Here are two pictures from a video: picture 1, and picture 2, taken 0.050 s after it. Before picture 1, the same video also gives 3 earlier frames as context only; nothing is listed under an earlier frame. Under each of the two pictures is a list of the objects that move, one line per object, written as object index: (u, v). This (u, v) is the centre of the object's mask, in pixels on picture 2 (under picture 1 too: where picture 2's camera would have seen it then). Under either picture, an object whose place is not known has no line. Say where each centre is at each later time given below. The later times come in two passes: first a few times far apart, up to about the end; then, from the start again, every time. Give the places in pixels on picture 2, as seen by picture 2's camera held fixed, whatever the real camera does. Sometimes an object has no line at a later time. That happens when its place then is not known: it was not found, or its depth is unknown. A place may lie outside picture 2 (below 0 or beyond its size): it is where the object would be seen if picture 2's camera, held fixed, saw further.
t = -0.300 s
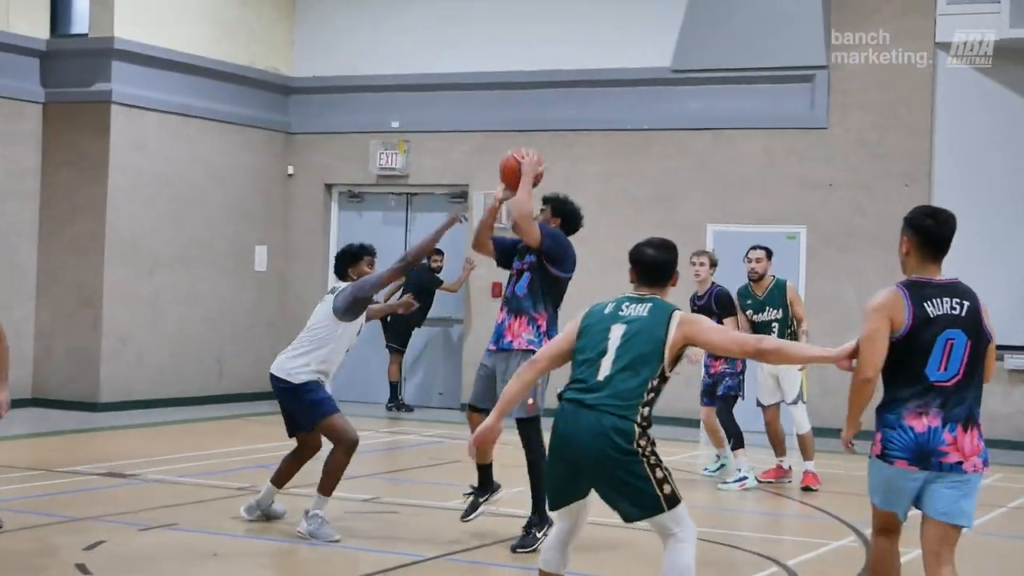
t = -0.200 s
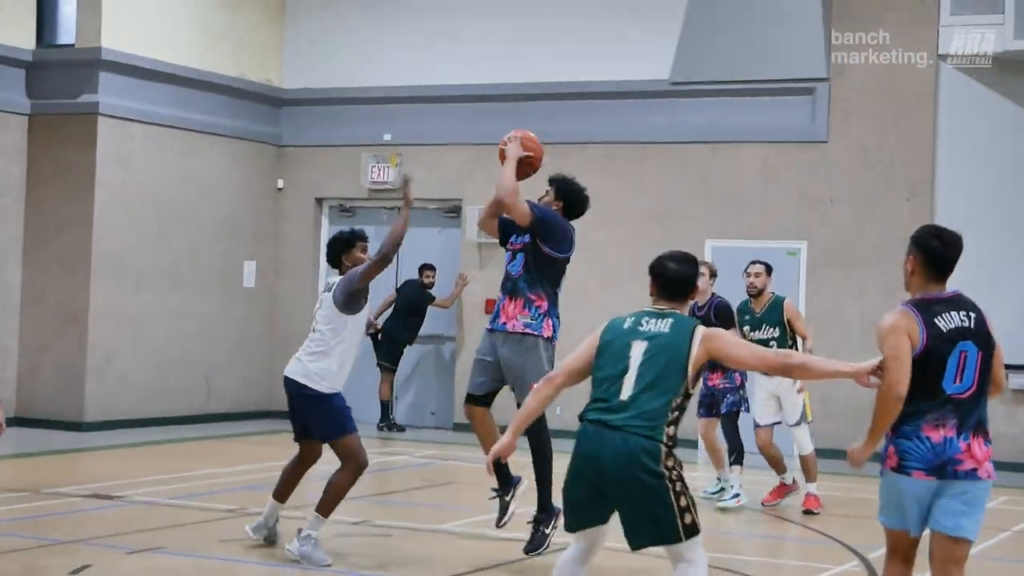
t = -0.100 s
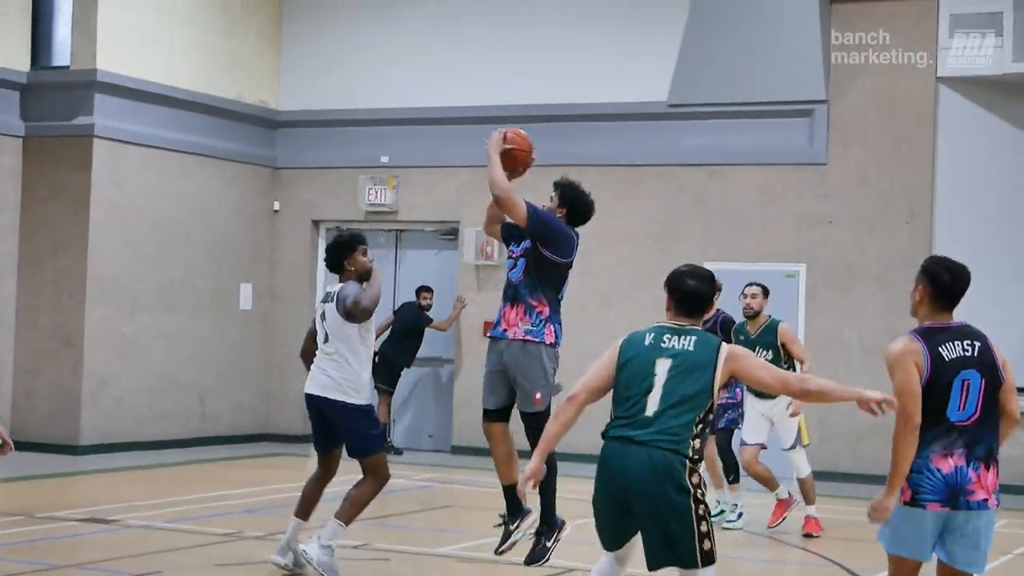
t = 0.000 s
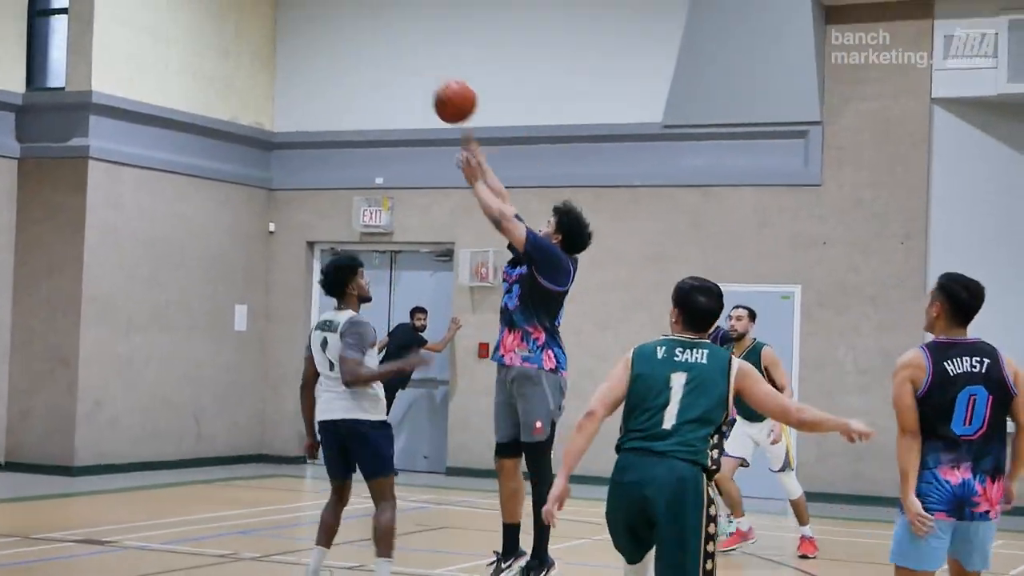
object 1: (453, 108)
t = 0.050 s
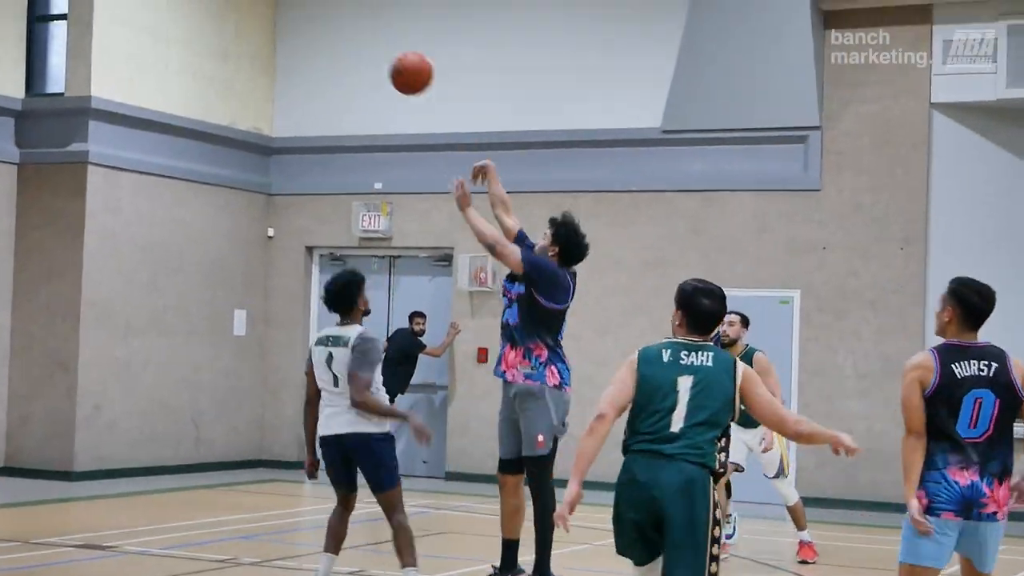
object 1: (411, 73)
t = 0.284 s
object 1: (218, -22)
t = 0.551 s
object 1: (23, -5)
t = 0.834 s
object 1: (-81, 108)
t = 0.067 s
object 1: (397, 63)
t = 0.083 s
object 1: (383, 54)
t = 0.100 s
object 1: (368, 45)
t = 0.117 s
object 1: (355, 36)
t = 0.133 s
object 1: (341, 28)
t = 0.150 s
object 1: (328, 20)
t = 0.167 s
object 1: (314, 13)
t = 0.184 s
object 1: (301, 6)
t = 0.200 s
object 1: (287, 0)
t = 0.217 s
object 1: (274, -5)
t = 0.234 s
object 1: (260, -10)
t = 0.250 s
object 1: (245, -14)
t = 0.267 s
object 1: (232, -19)
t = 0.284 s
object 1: (218, -22)
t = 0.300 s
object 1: (206, -25)
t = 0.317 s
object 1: (193, -28)
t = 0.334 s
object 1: (180, -29)
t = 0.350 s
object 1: (167, -31)
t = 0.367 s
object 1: (155, -32)
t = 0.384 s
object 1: (143, -31)
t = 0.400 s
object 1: (131, -31)
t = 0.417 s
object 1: (118, -31)
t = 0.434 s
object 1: (105, -29)
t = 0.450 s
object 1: (93, -27)
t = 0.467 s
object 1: (81, -24)
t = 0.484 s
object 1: (69, -21)
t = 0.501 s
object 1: (58, -18)
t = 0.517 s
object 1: (46, -14)
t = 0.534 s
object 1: (33, -11)
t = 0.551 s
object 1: (23, -5)
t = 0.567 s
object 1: (12, 0)
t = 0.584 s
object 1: (1, 6)
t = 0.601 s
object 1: (-10, 12)
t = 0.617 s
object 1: (-22, 17)
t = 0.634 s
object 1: (-33, 24)
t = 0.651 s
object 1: (-44, 31)
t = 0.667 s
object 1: (-56, 37)
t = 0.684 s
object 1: (-66, 45)
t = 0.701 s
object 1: (-78, 53)
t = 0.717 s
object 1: (-88, 61)
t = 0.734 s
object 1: (-99, 70)
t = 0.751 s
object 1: (-101, 77)
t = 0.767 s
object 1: (-99, 82)
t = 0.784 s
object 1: (-94, 88)
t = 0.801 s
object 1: (-90, 94)
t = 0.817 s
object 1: (-85, 101)
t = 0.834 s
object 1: (-81, 108)
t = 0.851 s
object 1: (-78, 115)
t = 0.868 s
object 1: (-75, 122)
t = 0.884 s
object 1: (-71, 131)
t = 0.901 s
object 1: (-67, 139)
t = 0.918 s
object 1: (-64, 147)
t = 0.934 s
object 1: (-61, 156)
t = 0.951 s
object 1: (-57, 165)
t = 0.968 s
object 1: (-54, 175)
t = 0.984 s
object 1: (-50, 185)
